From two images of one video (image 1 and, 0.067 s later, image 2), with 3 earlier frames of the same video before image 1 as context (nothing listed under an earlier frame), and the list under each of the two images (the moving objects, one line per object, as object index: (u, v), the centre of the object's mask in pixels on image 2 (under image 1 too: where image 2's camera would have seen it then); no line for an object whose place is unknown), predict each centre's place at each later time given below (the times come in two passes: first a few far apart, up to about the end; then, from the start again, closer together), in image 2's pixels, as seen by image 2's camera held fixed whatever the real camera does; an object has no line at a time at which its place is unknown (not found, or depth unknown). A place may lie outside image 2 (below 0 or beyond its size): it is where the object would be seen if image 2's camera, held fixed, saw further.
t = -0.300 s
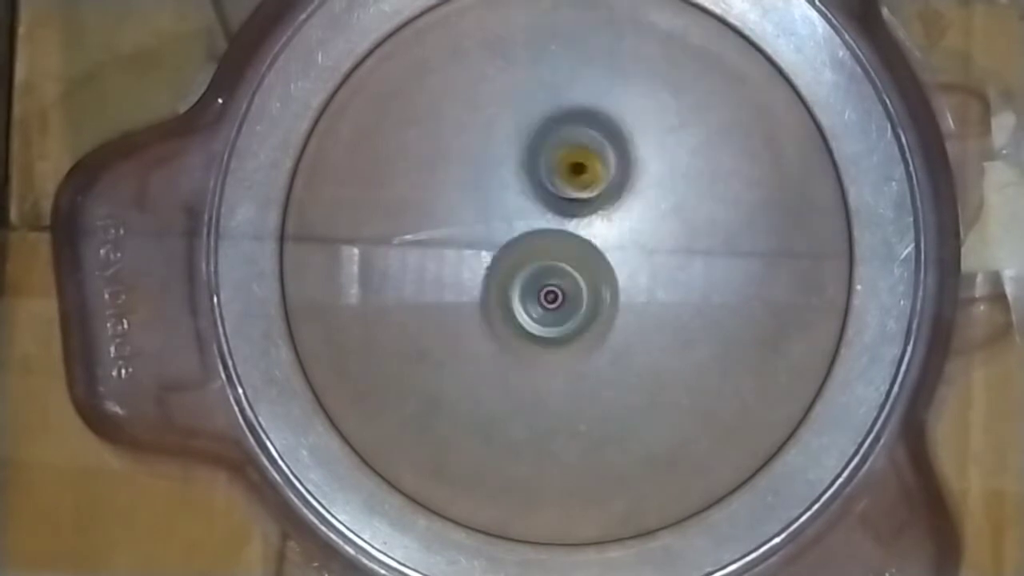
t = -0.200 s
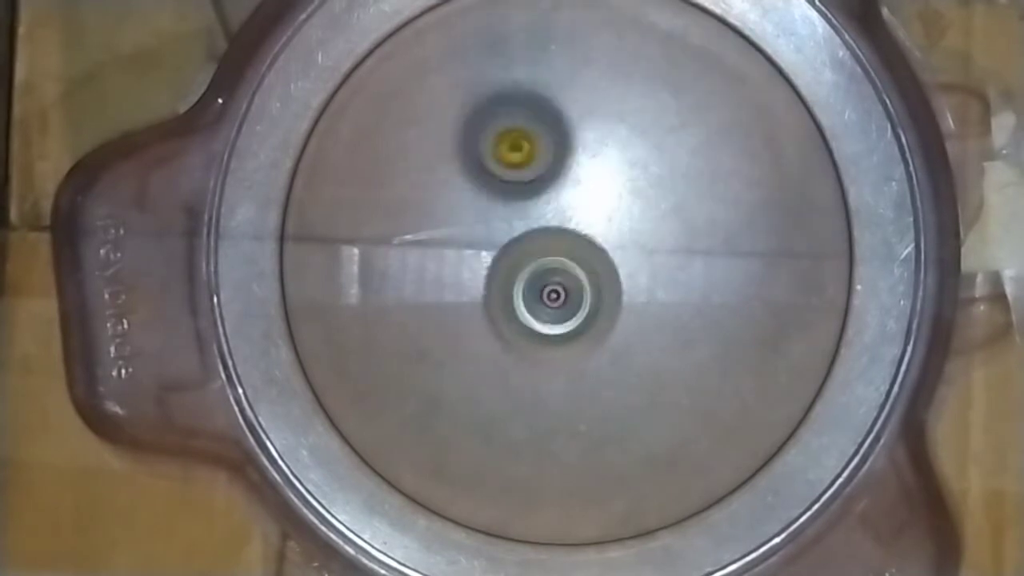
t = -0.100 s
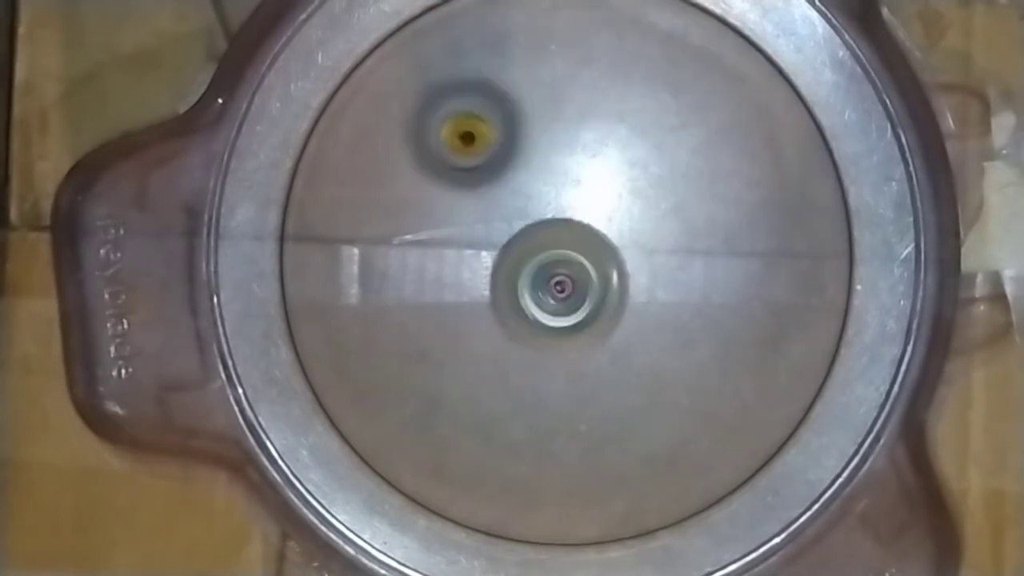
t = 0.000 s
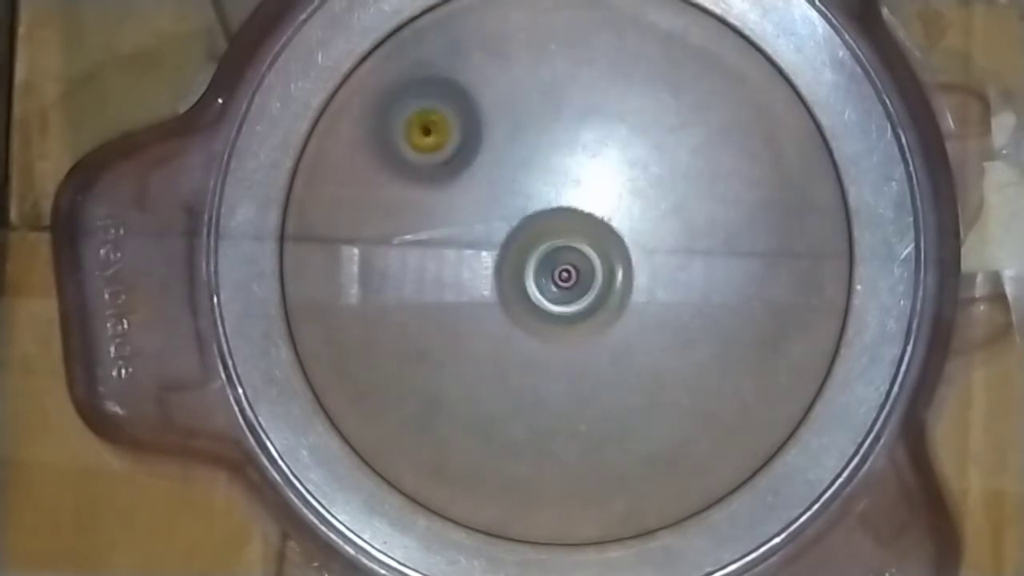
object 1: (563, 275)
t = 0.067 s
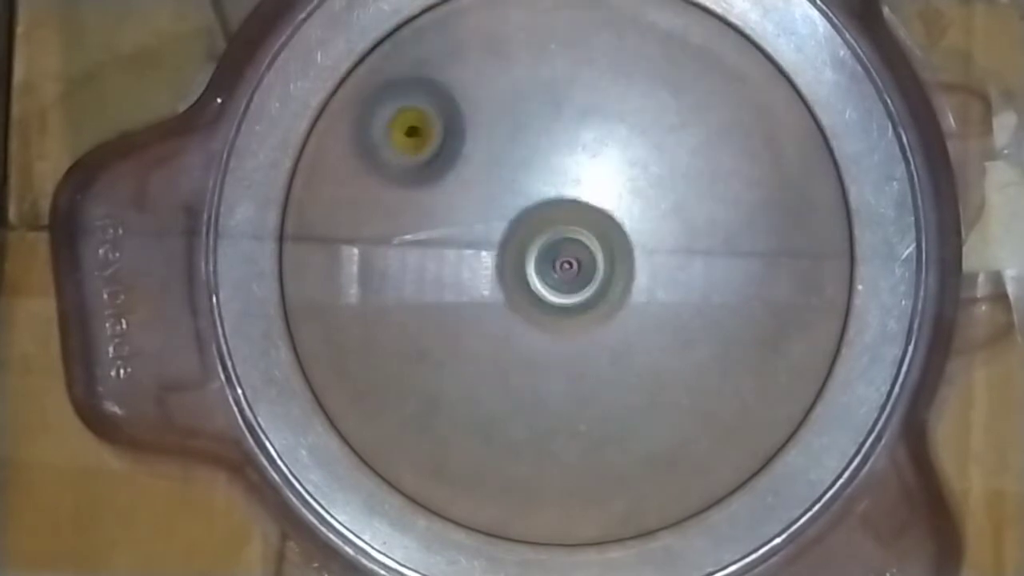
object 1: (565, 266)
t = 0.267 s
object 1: (562, 241)
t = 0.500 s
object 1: (626, 241)
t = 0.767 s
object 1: (646, 227)
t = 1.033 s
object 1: (623, 246)
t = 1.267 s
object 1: (595, 274)
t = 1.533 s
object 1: (553, 277)
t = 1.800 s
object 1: (522, 274)
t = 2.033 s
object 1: (524, 265)
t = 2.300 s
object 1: (551, 248)
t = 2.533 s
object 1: (576, 253)
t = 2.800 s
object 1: (638, 316)
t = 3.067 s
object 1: (632, 267)
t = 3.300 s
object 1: (575, 317)
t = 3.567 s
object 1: (588, 350)
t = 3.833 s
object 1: (680, 317)
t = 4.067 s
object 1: (684, 238)
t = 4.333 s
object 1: (641, 235)
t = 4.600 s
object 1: (623, 314)
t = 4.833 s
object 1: (627, 339)
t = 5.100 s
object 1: (649, 336)
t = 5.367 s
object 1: (627, 293)
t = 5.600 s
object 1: (610, 292)
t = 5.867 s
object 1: (565, 327)
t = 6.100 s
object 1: (574, 351)
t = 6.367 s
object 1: (561, 348)
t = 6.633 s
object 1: (529, 303)
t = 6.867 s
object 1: (469, 302)
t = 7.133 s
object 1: (488, 287)
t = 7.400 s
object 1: (475, 277)
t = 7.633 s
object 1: (520, 262)
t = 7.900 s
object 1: (537, 237)
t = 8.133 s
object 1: (512, 235)
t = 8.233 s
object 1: (514, 236)
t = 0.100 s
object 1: (565, 261)
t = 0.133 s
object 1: (566, 255)
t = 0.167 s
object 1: (566, 251)
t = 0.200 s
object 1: (565, 247)
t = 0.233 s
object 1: (564, 244)
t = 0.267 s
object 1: (562, 241)
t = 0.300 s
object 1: (561, 238)
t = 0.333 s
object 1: (560, 236)
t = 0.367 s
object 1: (568, 238)
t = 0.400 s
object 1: (585, 241)
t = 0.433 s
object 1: (602, 241)
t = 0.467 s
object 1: (615, 241)
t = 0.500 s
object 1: (626, 241)
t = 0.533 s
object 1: (635, 239)
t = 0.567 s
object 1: (641, 237)
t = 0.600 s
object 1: (645, 235)
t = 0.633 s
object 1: (646, 233)
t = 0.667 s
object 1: (648, 231)
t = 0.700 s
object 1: (648, 229)
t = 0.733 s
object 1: (647, 228)
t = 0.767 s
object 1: (646, 227)
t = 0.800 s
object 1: (645, 227)
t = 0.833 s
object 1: (644, 228)
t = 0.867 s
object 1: (641, 229)
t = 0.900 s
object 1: (638, 231)
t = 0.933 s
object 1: (635, 234)
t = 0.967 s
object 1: (631, 237)
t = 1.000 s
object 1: (627, 242)
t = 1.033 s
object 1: (623, 246)
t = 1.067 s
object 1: (619, 252)
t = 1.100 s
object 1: (615, 258)
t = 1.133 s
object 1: (610, 264)
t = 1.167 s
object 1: (607, 266)
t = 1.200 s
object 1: (603, 268)
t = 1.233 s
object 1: (599, 271)
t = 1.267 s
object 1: (595, 274)
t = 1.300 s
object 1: (591, 277)
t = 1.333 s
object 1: (588, 280)
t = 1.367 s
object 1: (584, 284)
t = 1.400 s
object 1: (580, 284)
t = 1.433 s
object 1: (574, 282)
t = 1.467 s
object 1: (566, 280)
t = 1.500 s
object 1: (559, 278)
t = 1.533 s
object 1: (553, 277)
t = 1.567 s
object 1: (547, 277)
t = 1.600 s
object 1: (541, 276)
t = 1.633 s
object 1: (537, 276)
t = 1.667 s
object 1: (533, 275)
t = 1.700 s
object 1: (530, 275)
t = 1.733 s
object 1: (527, 274)
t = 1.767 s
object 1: (524, 274)
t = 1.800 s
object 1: (522, 274)
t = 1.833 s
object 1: (520, 273)
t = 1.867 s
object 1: (520, 272)
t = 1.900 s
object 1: (519, 271)
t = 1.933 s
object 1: (519, 270)
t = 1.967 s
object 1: (520, 268)
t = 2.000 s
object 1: (522, 267)
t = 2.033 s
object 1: (524, 265)
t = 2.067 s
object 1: (527, 263)
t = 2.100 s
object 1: (531, 260)
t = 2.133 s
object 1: (534, 257)
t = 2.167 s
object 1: (538, 254)
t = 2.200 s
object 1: (542, 251)
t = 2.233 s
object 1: (546, 248)
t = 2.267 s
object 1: (550, 245)
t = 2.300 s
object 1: (551, 248)
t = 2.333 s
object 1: (552, 250)
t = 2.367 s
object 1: (556, 251)
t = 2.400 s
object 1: (560, 252)
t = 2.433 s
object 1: (564, 254)
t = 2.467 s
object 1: (568, 254)
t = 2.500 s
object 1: (572, 254)
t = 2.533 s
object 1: (576, 253)
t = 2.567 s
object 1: (578, 261)
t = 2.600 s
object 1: (583, 275)
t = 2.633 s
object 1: (589, 287)
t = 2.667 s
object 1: (597, 297)
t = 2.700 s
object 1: (606, 304)
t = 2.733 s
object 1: (616, 311)
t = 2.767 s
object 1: (627, 316)
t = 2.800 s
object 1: (638, 316)
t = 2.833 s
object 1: (646, 309)
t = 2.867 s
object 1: (656, 301)
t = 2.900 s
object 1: (661, 289)
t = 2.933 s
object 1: (661, 278)
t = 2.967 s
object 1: (654, 265)
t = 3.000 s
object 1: (649, 263)
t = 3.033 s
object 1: (642, 264)
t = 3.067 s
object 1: (632, 267)
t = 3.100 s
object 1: (621, 274)
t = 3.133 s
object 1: (612, 279)
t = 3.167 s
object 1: (604, 285)
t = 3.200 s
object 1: (595, 291)
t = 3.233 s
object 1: (587, 298)
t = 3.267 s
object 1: (580, 309)
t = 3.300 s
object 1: (575, 317)
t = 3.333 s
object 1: (572, 325)
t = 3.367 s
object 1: (569, 331)
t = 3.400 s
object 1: (568, 340)
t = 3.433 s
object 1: (569, 343)
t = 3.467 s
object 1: (570, 344)
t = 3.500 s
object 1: (574, 348)
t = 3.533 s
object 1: (581, 351)
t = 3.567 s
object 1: (588, 350)
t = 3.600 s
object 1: (594, 348)
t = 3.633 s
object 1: (600, 343)
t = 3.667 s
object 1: (604, 336)
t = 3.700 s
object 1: (617, 335)
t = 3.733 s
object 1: (642, 336)
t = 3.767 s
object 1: (658, 333)
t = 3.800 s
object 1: (669, 325)
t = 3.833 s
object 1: (680, 317)
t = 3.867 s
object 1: (692, 308)
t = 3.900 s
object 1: (700, 296)
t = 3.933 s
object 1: (705, 289)
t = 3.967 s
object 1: (707, 280)
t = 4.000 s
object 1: (703, 262)
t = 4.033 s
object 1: (694, 248)
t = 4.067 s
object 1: (684, 238)
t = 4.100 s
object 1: (672, 229)
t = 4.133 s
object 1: (662, 224)
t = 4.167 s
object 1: (664, 226)
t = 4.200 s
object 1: (662, 226)
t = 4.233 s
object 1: (659, 227)
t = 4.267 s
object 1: (655, 228)
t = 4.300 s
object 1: (649, 230)
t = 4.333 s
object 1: (641, 235)
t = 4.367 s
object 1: (632, 242)
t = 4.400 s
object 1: (623, 250)
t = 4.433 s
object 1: (617, 262)
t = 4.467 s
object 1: (618, 272)
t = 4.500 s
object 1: (619, 284)
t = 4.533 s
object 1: (620, 296)
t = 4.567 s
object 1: (623, 303)
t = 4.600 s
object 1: (623, 314)
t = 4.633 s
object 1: (625, 323)
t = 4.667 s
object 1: (627, 327)
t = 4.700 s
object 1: (628, 330)
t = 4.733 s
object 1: (630, 337)
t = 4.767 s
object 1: (630, 340)
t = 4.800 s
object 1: (629, 340)
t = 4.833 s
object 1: (627, 339)
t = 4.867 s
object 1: (627, 341)
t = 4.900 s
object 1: (630, 343)
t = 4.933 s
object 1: (633, 343)
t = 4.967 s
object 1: (636, 346)
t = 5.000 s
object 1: (640, 345)
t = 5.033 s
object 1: (645, 343)
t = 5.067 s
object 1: (647, 342)
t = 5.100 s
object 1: (649, 336)
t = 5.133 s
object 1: (648, 329)
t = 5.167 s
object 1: (650, 326)
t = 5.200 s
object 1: (650, 319)
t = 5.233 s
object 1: (651, 319)
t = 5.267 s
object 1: (646, 311)
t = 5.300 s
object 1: (645, 308)
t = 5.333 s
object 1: (634, 297)
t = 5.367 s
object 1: (627, 293)
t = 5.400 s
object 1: (625, 294)
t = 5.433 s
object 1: (625, 294)
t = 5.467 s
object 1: (624, 294)
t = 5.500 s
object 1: (623, 294)
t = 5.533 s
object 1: (620, 293)
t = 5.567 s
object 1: (615, 292)
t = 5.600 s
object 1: (610, 292)
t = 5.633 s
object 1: (606, 291)
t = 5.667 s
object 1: (597, 290)
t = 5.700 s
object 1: (588, 290)
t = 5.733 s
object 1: (582, 291)
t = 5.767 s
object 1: (573, 295)
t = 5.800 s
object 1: (570, 303)
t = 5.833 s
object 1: (567, 316)
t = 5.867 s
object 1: (565, 327)
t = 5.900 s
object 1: (565, 334)
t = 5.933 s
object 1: (564, 341)
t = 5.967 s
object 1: (565, 348)
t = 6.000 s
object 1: (568, 351)
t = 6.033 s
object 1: (570, 352)
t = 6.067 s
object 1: (573, 352)
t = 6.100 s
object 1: (574, 351)
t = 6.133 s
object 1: (578, 348)
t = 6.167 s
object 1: (579, 342)
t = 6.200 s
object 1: (576, 340)
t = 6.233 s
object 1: (573, 345)
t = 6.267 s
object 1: (570, 346)
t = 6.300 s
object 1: (567, 349)
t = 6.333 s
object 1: (565, 348)
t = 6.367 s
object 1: (561, 348)
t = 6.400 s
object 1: (561, 346)
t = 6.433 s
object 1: (558, 340)
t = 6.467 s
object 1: (555, 334)
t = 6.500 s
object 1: (552, 324)
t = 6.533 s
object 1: (548, 317)
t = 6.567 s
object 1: (542, 311)
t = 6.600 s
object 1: (536, 309)
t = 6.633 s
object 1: (529, 303)
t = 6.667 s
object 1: (522, 302)
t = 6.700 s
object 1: (519, 298)
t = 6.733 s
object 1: (507, 294)
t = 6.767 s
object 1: (496, 296)
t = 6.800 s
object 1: (485, 296)
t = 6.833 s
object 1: (479, 299)
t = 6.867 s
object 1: (469, 302)
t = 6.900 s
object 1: (463, 300)
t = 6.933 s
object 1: (461, 301)
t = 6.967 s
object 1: (459, 301)
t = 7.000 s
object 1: (462, 301)
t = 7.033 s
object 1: (465, 300)
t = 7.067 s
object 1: (472, 299)
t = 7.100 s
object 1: (478, 292)
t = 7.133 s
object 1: (488, 287)
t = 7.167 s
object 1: (495, 281)
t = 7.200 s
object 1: (505, 276)
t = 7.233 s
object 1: (494, 274)
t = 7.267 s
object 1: (483, 275)
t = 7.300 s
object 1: (481, 274)
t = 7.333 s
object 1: (477, 276)
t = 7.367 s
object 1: (476, 277)
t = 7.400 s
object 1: (475, 277)
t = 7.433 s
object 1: (477, 278)
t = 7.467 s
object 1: (481, 276)
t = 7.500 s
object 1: (489, 273)
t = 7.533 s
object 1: (493, 272)
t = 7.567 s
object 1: (503, 269)
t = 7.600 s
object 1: (509, 267)
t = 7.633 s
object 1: (520, 262)
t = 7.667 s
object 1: (529, 260)
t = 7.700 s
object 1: (537, 255)
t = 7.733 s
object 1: (538, 249)
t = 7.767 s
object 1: (536, 246)
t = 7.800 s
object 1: (535, 242)
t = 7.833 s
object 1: (536, 240)
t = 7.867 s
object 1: (537, 237)
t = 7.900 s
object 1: (537, 237)
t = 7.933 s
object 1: (533, 232)
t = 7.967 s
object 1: (528, 233)
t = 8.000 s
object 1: (518, 231)
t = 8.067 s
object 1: (515, 230)
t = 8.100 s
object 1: (512, 231)
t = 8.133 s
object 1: (512, 235)
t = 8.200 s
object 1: (514, 237)
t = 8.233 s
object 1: (514, 236)
